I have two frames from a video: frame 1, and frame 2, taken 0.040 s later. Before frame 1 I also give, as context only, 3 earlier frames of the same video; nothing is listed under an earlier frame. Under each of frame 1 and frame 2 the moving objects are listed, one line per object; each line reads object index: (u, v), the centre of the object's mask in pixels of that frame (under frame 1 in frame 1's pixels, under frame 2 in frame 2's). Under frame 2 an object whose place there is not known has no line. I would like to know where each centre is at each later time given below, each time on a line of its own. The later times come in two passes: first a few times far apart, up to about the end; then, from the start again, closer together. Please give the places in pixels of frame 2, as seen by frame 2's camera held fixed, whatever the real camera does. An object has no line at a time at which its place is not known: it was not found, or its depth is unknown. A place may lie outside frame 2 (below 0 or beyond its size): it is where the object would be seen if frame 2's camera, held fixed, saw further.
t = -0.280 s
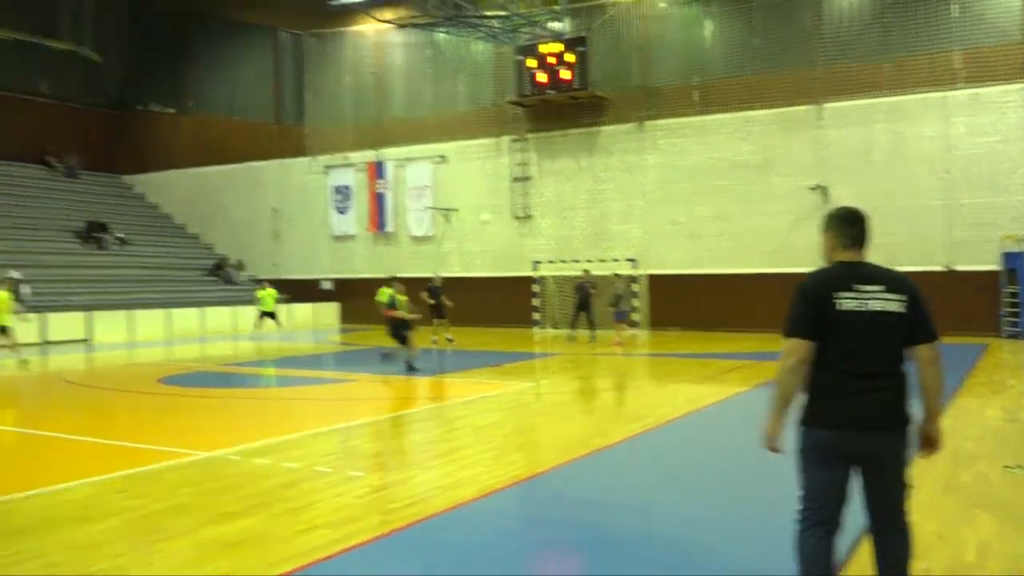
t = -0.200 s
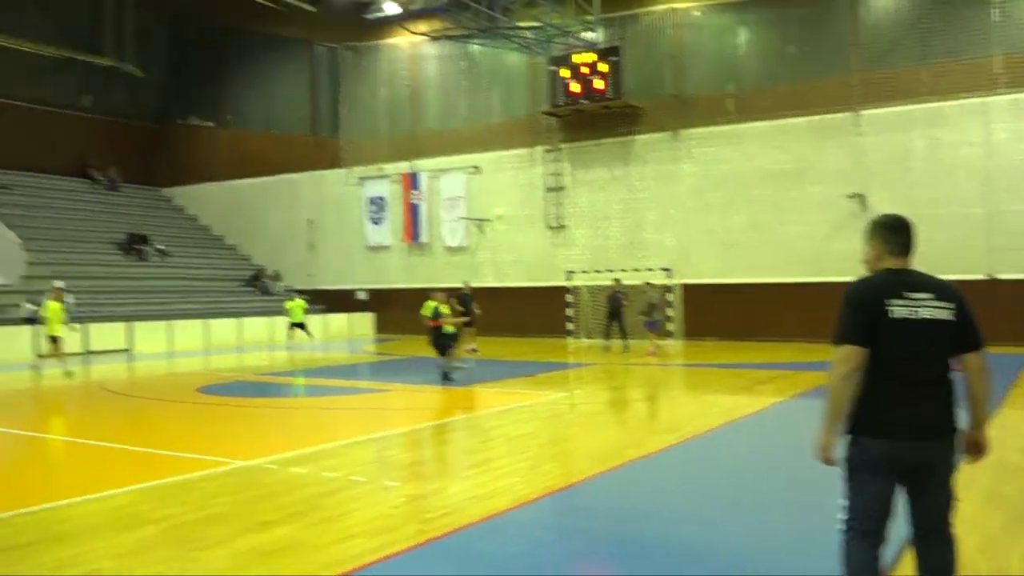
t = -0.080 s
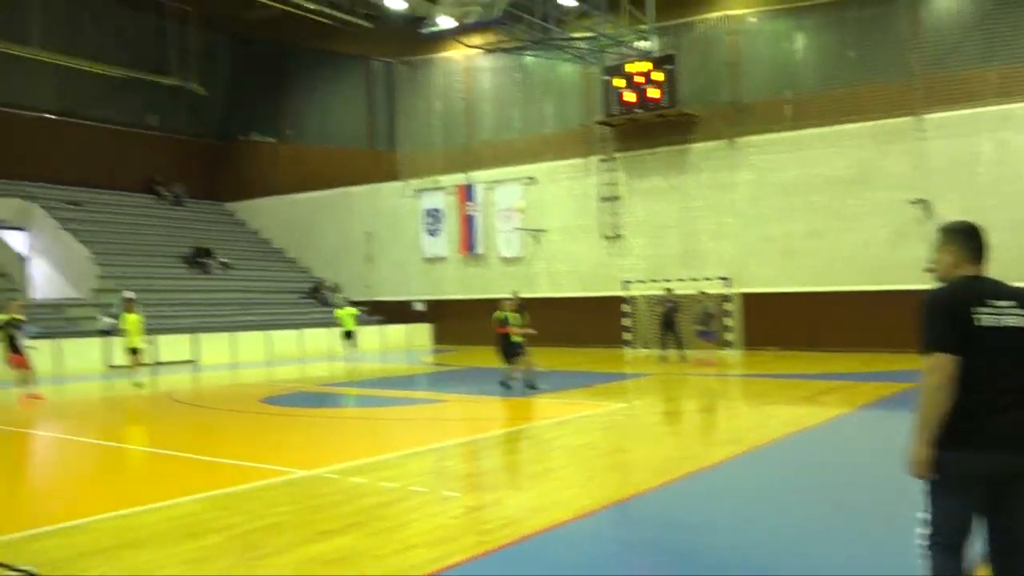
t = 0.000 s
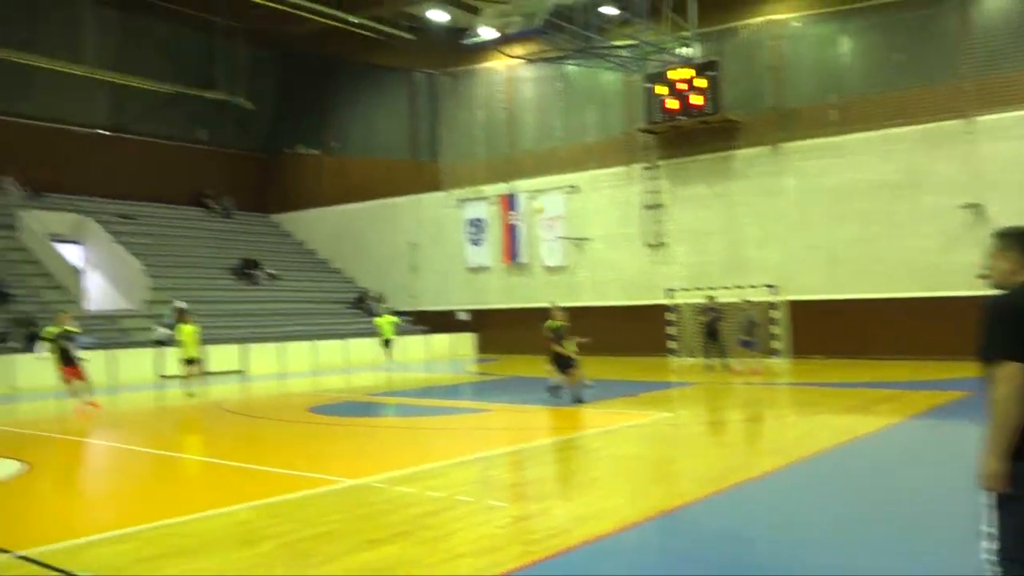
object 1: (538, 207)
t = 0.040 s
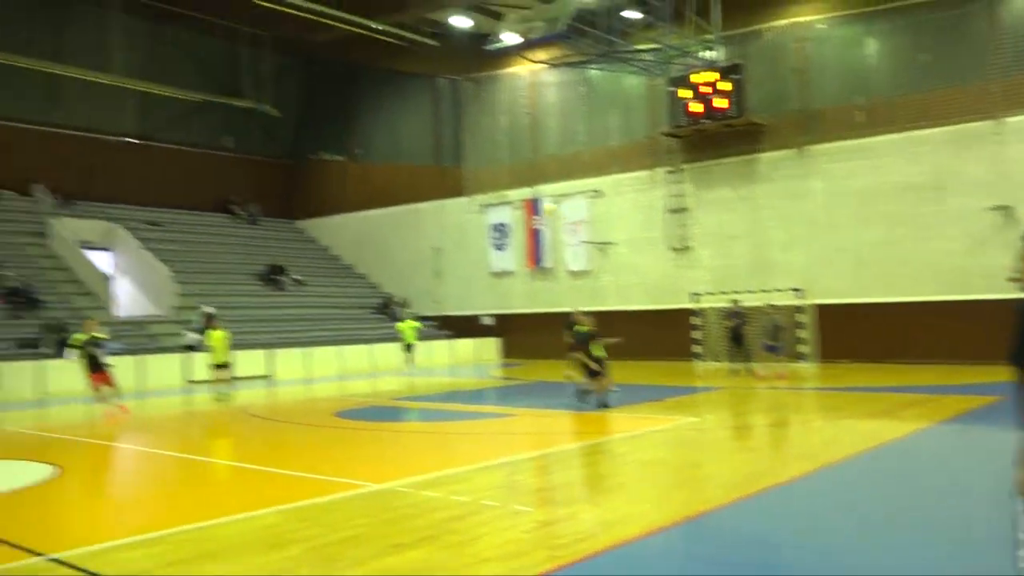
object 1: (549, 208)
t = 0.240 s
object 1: (472, 207)
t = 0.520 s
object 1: (326, 268)
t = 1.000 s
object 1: (-140, 490)
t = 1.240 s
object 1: (-448, 456)
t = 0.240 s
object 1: (472, 207)
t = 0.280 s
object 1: (455, 211)
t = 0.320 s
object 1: (437, 216)
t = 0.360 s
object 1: (417, 223)
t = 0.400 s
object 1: (397, 231)
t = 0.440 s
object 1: (374, 241)
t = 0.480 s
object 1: (351, 254)
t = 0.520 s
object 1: (326, 268)
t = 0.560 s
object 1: (298, 285)
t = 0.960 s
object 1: (-99, 502)
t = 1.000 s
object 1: (-140, 490)
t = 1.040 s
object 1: (-182, 478)
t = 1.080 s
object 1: (-227, 468)
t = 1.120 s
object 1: (-275, 462)
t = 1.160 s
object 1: (-327, 457)
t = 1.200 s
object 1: (-385, 456)
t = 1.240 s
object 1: (-448, 456)
